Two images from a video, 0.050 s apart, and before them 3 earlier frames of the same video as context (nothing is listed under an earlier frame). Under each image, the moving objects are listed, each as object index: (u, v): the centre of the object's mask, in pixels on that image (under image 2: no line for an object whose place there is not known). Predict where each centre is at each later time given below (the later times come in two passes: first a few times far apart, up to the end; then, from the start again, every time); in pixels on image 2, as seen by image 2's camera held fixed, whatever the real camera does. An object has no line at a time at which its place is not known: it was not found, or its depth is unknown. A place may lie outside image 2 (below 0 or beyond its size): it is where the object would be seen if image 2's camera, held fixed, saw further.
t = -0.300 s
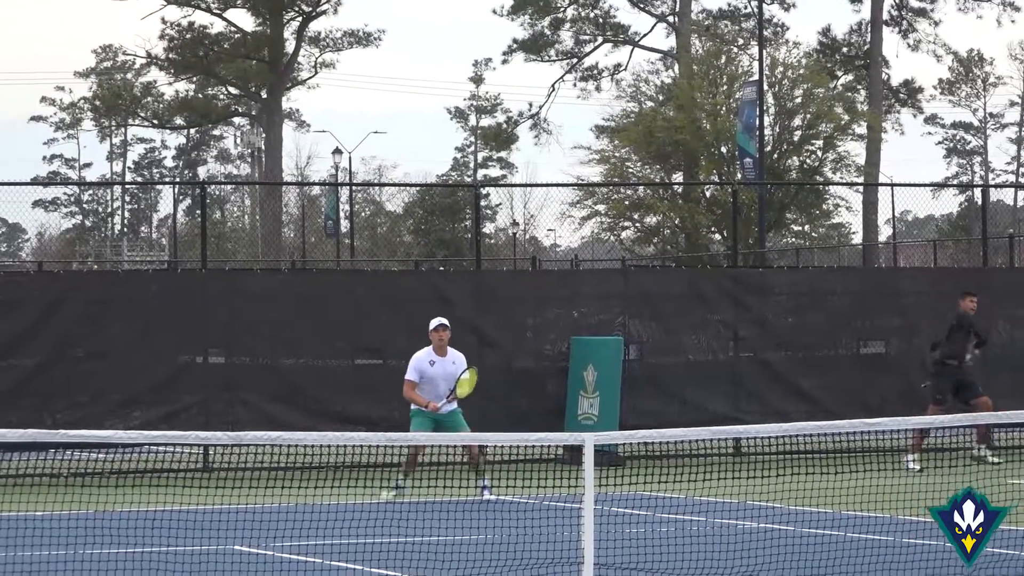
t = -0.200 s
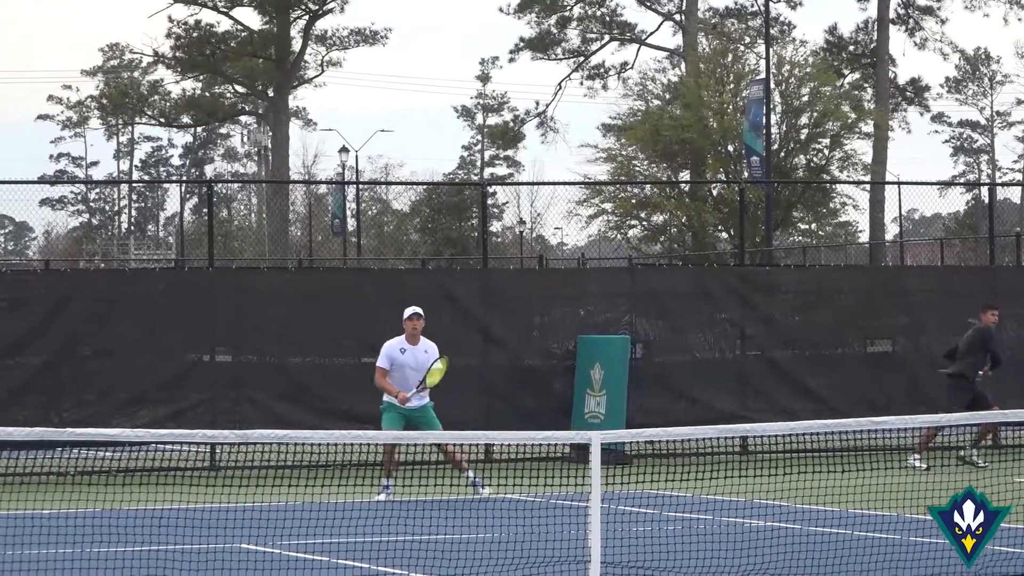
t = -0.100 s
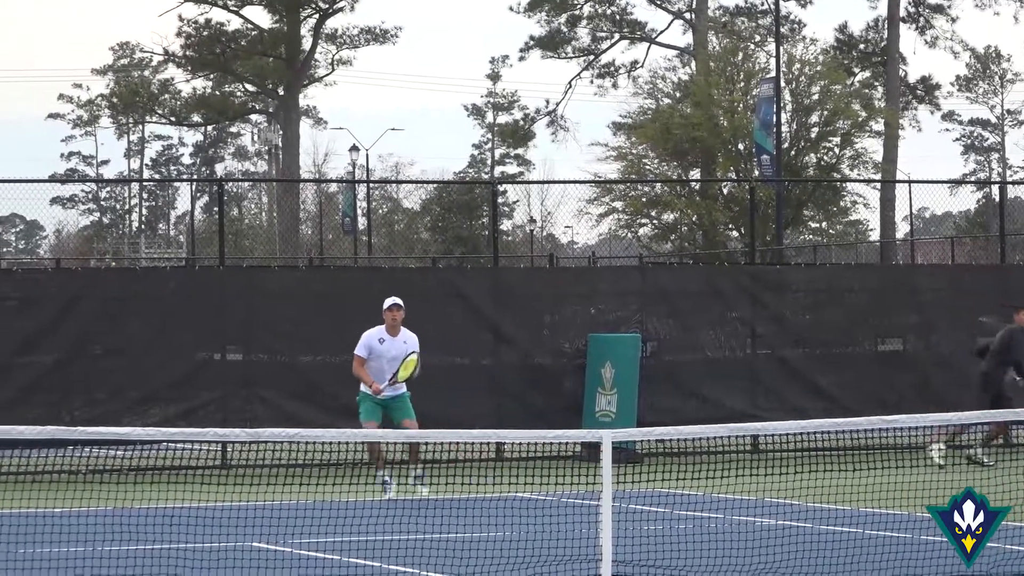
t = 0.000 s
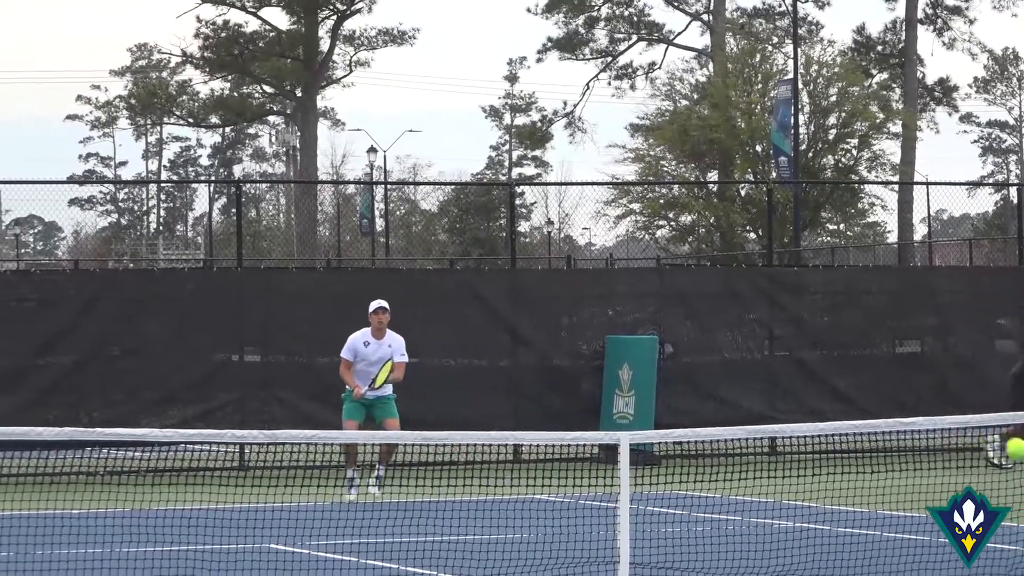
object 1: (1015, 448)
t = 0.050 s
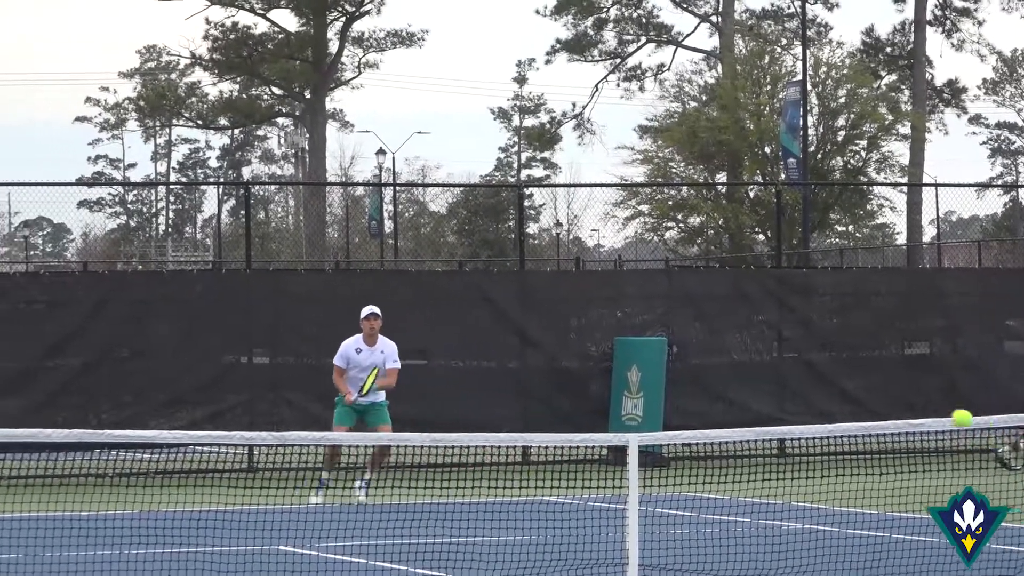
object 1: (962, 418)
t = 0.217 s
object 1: (795, 370)
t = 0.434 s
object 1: (648, 384)
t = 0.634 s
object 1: (548, 432)
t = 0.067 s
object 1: (941, 410)
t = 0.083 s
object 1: (922, 403)
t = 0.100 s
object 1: (904, 396)
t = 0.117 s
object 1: (886, 391)
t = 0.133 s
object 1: (869, 386)
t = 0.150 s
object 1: (853, 381)
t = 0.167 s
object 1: (838, 378)
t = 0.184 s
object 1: (823, 375)
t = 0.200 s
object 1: (808, 372)
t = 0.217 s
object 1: (795, 370)
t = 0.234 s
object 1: (782, 369)
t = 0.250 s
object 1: (769, 368)
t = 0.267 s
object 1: (756, 367)
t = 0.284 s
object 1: (744, 367)
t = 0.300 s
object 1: (732, 367)
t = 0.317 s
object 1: (721, 368)
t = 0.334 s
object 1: (709, 369)
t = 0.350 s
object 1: (698, 371)
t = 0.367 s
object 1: (688, 373)
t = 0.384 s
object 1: (677, 375)
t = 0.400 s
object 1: (667, 378)
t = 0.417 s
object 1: (658, 381)
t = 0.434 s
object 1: (648, 384)
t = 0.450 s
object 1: (639, 386)
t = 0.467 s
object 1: (630, 389)
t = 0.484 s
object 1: (620, 394)
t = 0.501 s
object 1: (612, 397)
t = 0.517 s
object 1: (603, 401)
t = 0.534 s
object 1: (595, 406)
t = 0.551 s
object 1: (587, 410)
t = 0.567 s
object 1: (579, 415)
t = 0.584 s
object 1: (571, 420)
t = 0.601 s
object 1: (564, 425)
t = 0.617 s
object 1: (557, 429)
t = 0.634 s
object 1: (548, 432)
